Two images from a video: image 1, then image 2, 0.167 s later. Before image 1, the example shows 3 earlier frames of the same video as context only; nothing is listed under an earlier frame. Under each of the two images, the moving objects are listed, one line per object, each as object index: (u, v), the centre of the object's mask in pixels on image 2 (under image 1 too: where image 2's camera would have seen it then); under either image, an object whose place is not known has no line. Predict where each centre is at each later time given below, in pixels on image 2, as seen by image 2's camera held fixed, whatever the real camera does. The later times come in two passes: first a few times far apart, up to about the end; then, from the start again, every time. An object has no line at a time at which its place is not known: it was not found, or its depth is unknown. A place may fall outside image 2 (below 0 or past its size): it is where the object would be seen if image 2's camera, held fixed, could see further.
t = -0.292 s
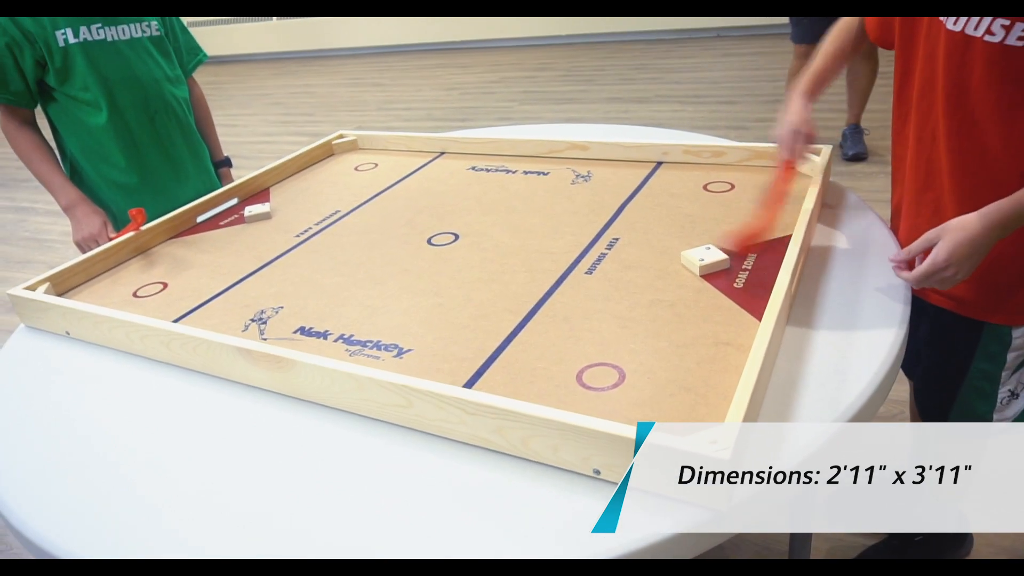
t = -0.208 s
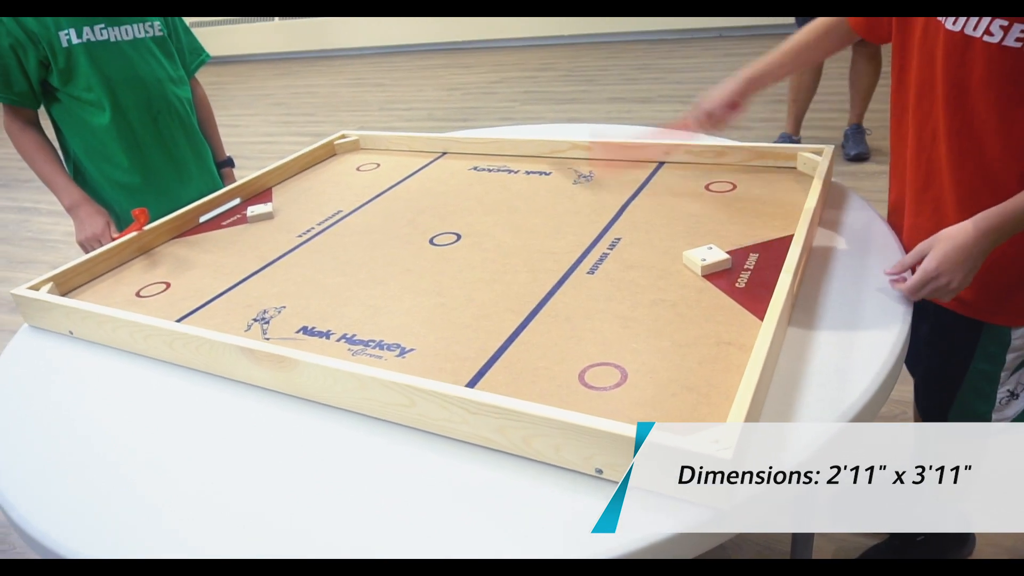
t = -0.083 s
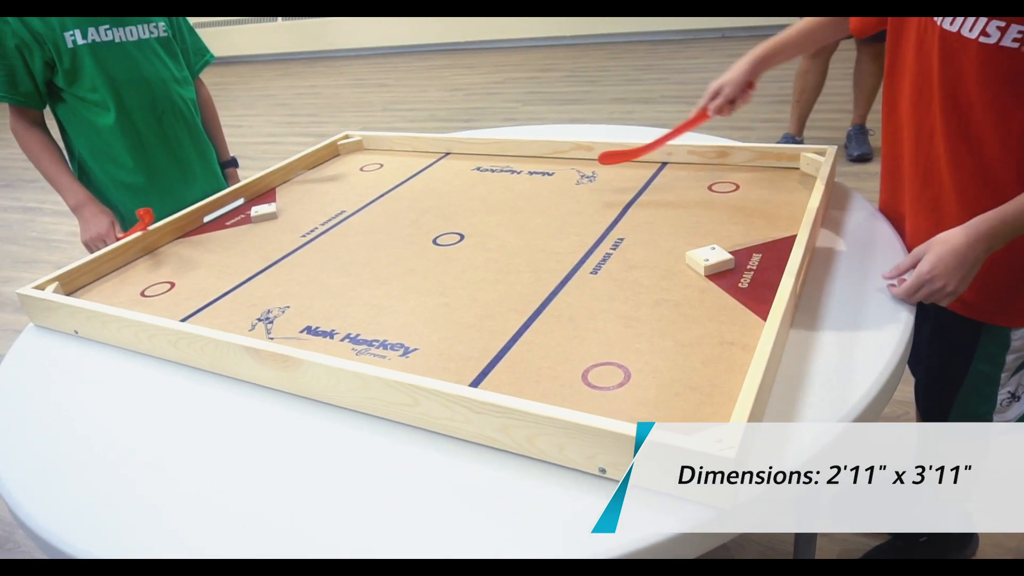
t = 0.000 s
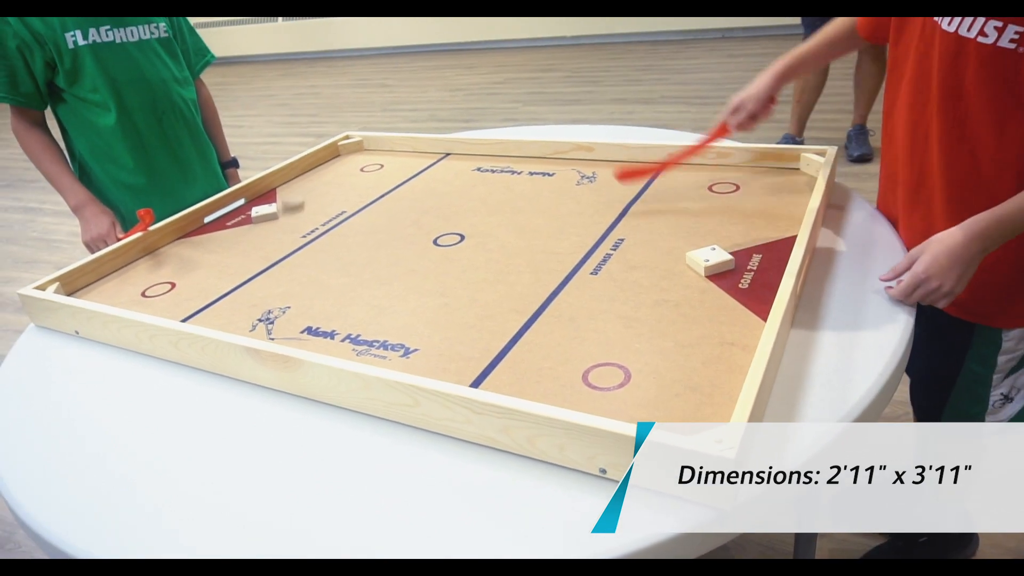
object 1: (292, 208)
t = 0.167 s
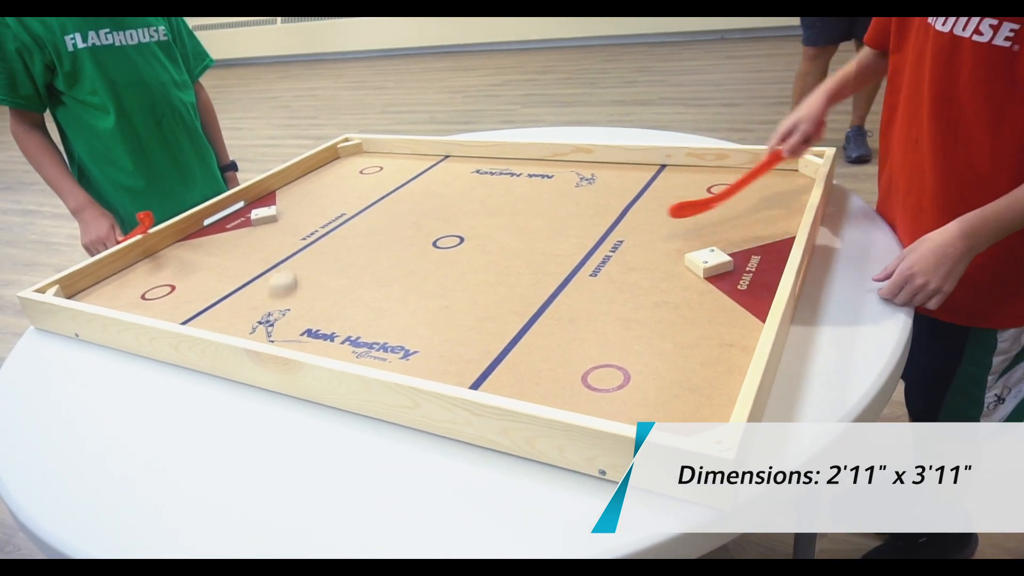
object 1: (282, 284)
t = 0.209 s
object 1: (281, 307)
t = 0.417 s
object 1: (406, 341)
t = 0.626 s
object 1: (552, 325)
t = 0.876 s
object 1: (639, 311)
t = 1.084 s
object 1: (646, 310)
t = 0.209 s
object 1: (281, 307)
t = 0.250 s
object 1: (279, 334)
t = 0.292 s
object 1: (299, 346)
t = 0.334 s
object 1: (329, 349)
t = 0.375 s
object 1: (365, 348)
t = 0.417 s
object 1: (406, 341)
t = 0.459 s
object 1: (440, 339)
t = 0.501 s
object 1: (471, 337)
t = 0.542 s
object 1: (498, 332)
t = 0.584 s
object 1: (526, 329)
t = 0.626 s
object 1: (552, 325)
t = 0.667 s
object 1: (575, 323)
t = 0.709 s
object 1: (593, 320)
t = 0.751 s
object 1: (608, 318)
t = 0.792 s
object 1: (621, 315)
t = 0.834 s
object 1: (631, 313)
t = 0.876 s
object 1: (639, 311)
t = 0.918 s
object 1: (644, 310)
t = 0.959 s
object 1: (646, 310)
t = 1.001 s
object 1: (646, 310)
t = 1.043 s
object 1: (646, 310)
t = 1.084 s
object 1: (646, 310)
